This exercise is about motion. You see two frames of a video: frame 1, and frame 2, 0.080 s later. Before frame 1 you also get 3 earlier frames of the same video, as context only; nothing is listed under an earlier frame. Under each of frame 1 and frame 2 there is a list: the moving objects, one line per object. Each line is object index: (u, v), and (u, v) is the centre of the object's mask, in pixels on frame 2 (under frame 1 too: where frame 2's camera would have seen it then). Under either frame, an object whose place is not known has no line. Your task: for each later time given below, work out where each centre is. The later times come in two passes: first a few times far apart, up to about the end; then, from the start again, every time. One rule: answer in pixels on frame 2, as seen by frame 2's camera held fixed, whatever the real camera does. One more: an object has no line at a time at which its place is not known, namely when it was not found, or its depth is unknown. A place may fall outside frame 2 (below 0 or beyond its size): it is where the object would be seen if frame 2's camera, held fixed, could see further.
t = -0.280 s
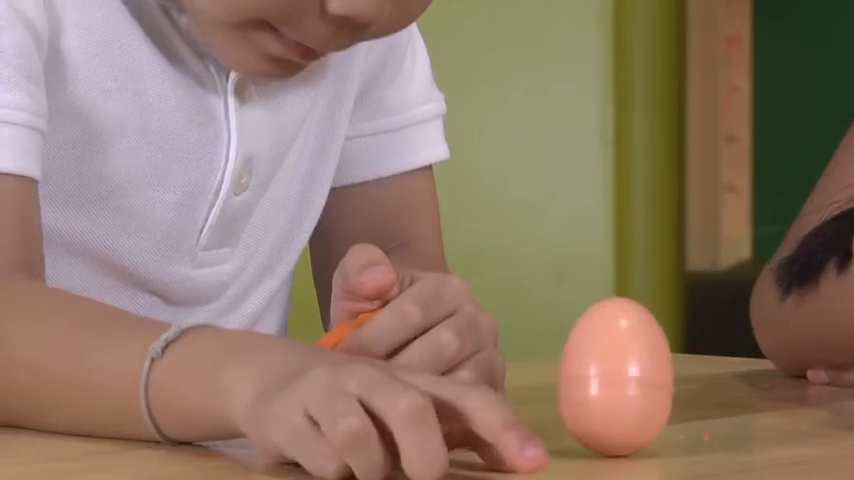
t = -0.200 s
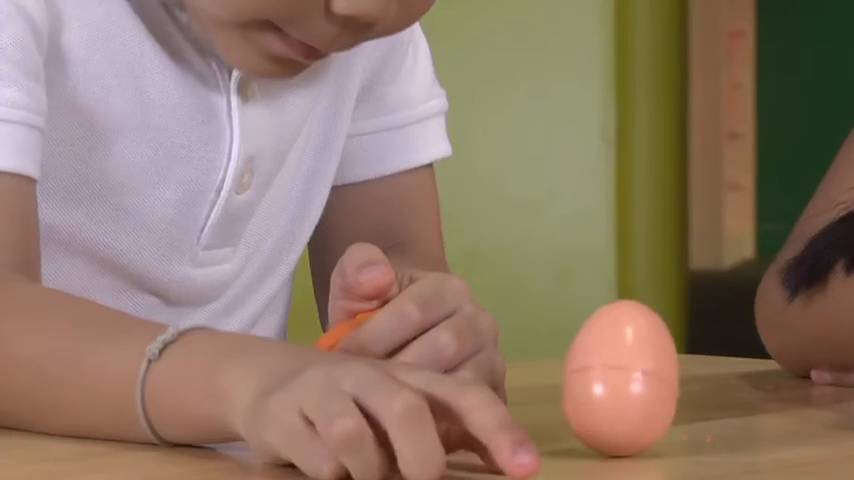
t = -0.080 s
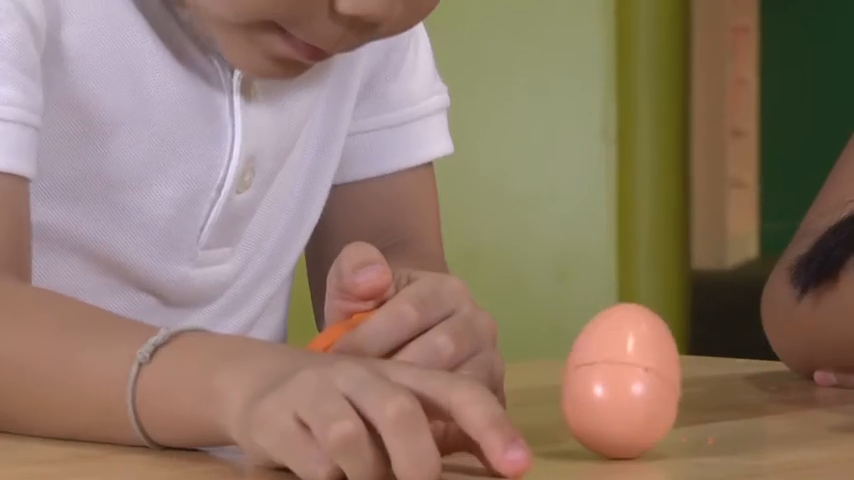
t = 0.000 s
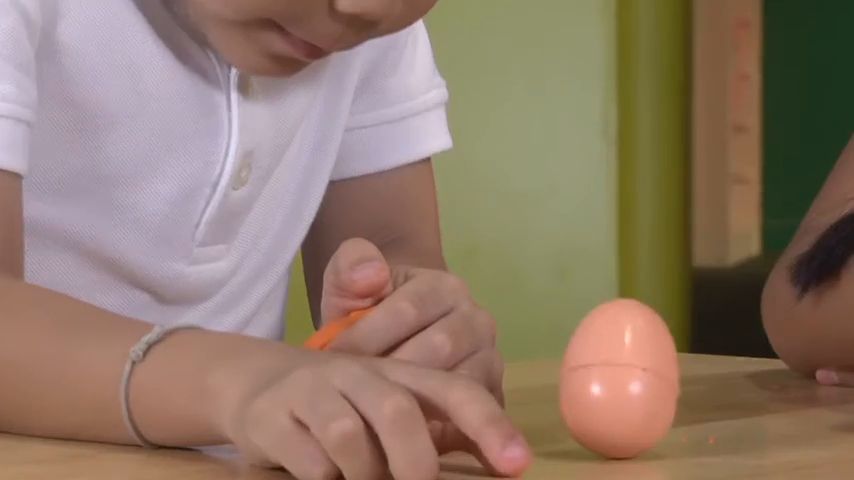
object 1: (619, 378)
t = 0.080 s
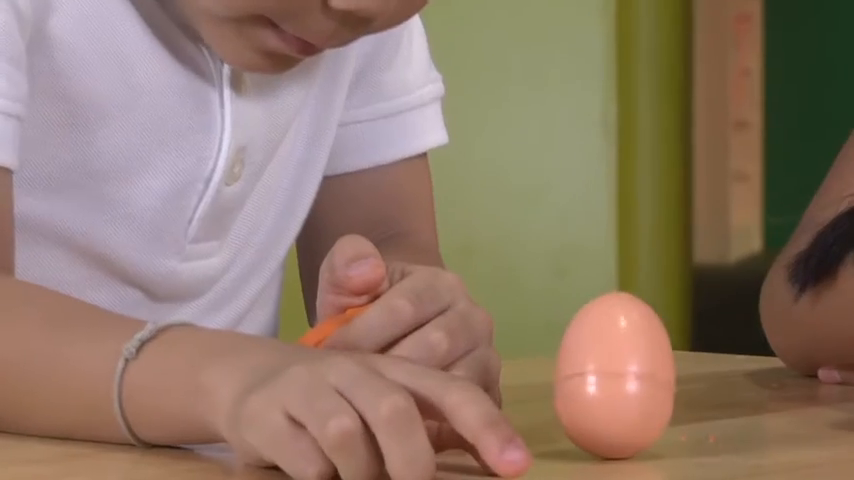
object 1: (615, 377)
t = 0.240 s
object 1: (603, 381)
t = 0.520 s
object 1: (590, 396)
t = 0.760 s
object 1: (597, 384)
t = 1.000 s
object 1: (612, 377)
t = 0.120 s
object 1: (612, 377)
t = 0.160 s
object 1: (609, 377)
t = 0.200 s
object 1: (606, 379)
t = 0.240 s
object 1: (603, 381)
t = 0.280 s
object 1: (600, 384)
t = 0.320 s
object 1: (597, 387)
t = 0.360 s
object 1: (595, 390)
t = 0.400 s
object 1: (593, 393)
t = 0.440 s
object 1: (591, 395)
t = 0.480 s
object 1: (590, 396)
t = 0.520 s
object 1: (590, 396)
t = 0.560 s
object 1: (589, 395)
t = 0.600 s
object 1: (590, 394)
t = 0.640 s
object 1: (591, 393)
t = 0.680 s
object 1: (592, 390)
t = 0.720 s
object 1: (594, 387)
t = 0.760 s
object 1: (597, 384)
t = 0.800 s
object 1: (599, 381)
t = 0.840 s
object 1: (602, 379)
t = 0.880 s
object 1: (605, 378)
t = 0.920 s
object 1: (607, 377)
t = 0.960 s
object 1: (610, 377)
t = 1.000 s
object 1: (612, 377)
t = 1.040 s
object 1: (613, 377)
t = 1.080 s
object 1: (613, 377)
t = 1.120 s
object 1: (614, 377)
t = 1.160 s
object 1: (613, 378)
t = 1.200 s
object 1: (613, 377)
